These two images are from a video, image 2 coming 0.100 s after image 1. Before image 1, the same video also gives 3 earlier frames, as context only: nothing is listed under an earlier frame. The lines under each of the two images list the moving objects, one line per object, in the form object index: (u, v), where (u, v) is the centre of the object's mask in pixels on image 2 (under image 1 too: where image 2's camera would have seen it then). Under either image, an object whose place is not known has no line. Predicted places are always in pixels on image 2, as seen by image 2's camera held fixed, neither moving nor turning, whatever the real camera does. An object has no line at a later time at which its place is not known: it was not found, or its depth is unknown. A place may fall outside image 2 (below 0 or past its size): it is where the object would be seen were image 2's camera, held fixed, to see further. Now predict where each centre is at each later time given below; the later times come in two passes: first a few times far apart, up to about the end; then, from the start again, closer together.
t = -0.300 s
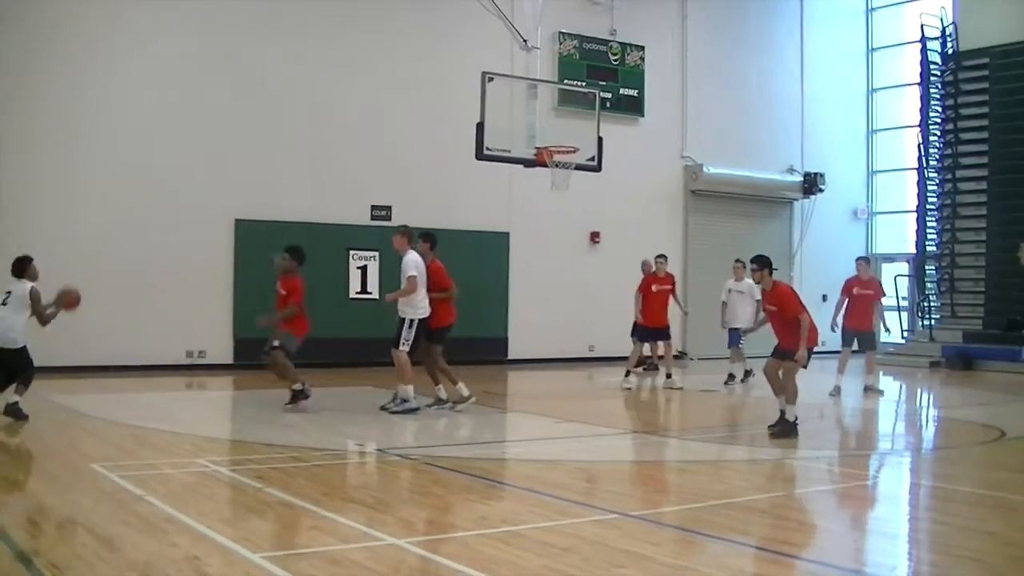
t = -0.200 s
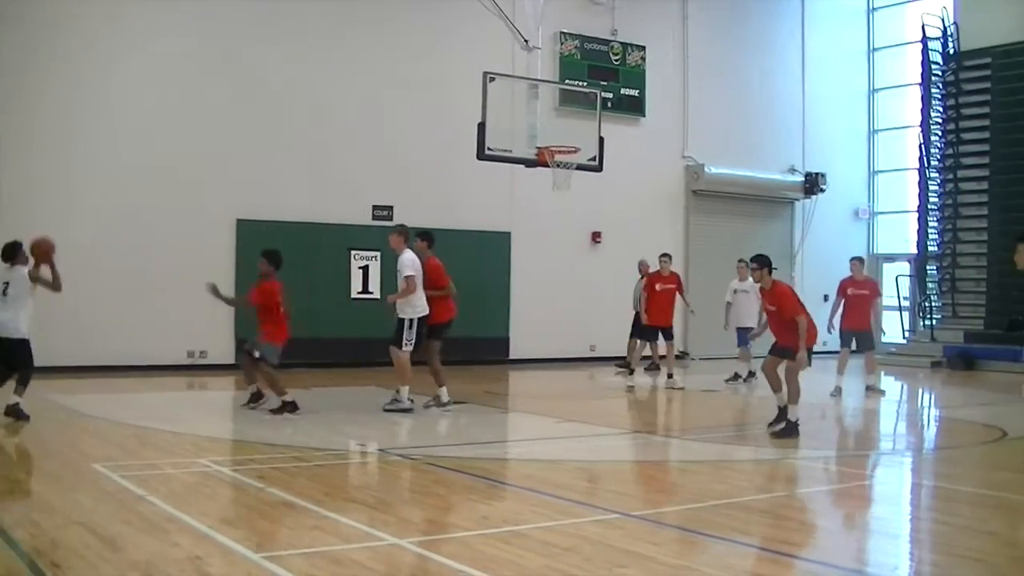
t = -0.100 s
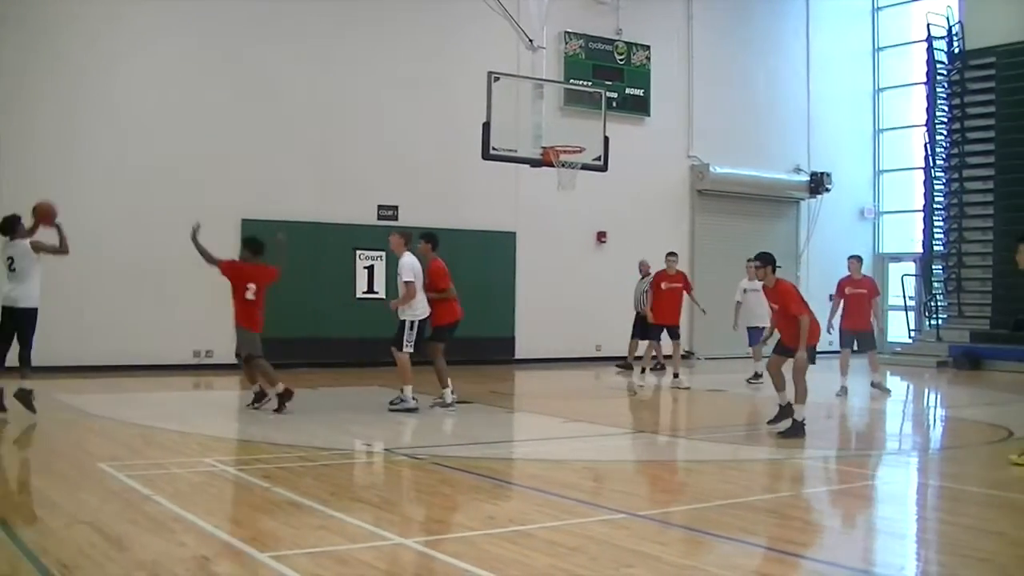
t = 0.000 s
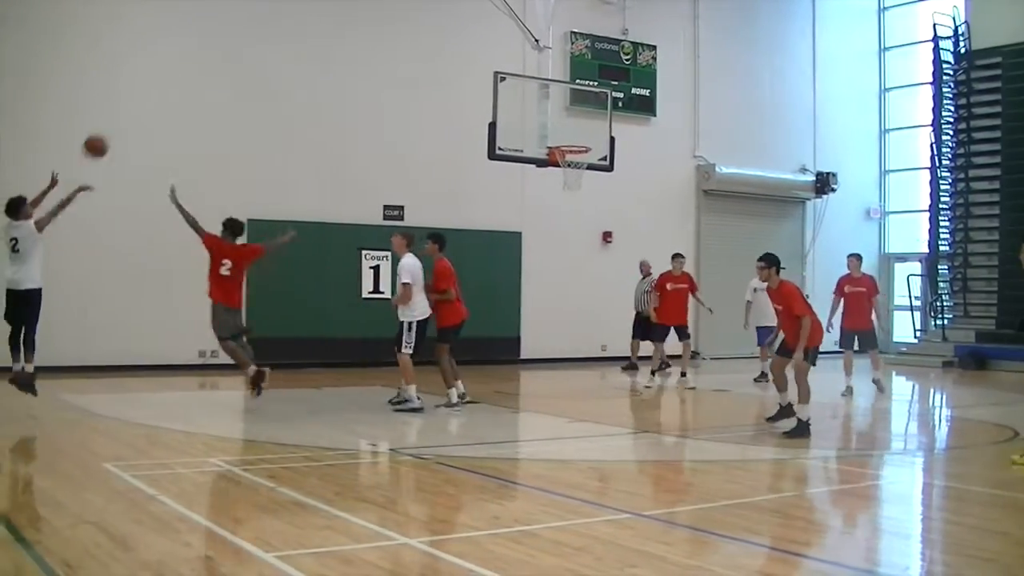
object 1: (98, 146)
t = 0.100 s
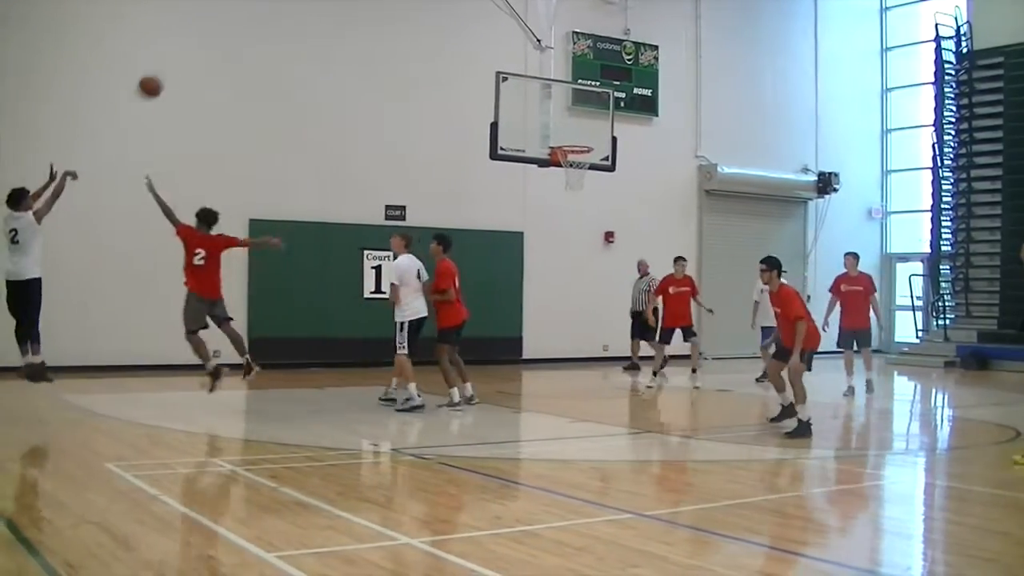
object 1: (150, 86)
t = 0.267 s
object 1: (230, 14)
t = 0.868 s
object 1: (465, 1)
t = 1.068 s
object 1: (526, 52)
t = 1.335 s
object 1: (575, 136)
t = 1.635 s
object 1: (500, 112)
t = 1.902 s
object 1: (428, 153)
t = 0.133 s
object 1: (167, 69)
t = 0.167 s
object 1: (183, 53)
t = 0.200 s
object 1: (199, 39)
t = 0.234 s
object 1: (214, 26)
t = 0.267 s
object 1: (230, 14)
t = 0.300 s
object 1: (245, 5)
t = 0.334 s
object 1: (261, 1)
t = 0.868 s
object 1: (465, 1)
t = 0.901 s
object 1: (476, 4)
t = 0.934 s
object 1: (486, 10)
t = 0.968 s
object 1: (496, 20)
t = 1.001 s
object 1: (506, 30)
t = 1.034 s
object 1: (516, 40)
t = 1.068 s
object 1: (526, 52)
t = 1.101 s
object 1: (536, 64)
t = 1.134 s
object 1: (545, 77)
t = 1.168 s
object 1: (554, 91)
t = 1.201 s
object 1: (563, 105)
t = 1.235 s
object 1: (572, 121)
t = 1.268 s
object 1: (581, 136)
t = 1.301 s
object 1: (583, 141)
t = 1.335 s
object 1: (575, 136)
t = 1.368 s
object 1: (567, 130)
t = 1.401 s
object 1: (559, 124)
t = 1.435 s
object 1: (551, 120)
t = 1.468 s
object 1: (542, 116)
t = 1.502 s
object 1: (534, 114)
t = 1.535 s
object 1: (526, 112)
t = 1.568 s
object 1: (517, 111)
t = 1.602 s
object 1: (509, 111)
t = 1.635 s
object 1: (500, 112)
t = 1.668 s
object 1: (491, 114)
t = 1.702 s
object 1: (482, 116)
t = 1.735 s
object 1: (473, 120)
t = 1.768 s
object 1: (465, 124)
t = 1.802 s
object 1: (455, 130)
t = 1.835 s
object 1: (446, 137)
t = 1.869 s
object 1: (437, 144)
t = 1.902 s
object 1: (428, 153)
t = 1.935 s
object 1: (418, 162)
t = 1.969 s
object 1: (409, 173)
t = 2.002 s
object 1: (399, 185)
